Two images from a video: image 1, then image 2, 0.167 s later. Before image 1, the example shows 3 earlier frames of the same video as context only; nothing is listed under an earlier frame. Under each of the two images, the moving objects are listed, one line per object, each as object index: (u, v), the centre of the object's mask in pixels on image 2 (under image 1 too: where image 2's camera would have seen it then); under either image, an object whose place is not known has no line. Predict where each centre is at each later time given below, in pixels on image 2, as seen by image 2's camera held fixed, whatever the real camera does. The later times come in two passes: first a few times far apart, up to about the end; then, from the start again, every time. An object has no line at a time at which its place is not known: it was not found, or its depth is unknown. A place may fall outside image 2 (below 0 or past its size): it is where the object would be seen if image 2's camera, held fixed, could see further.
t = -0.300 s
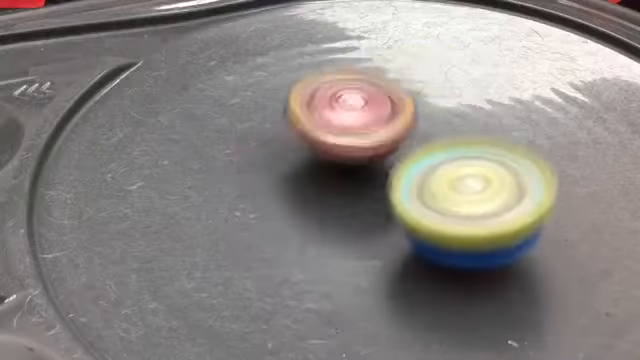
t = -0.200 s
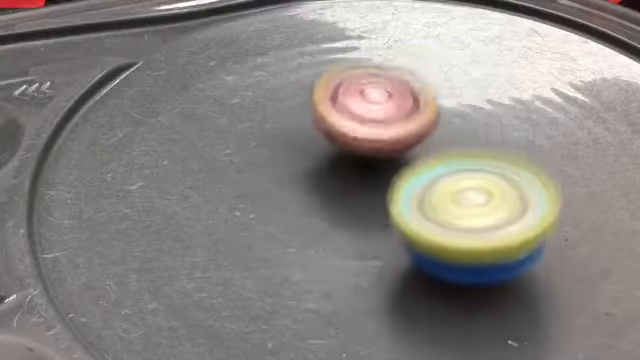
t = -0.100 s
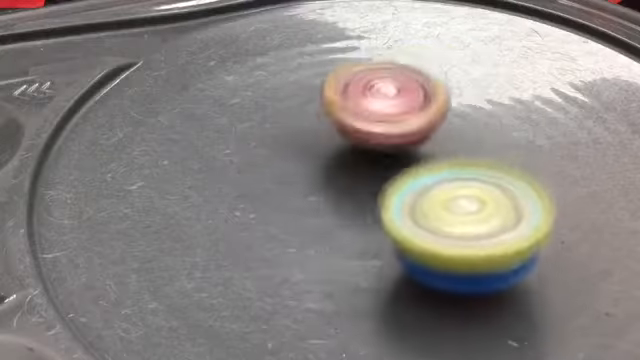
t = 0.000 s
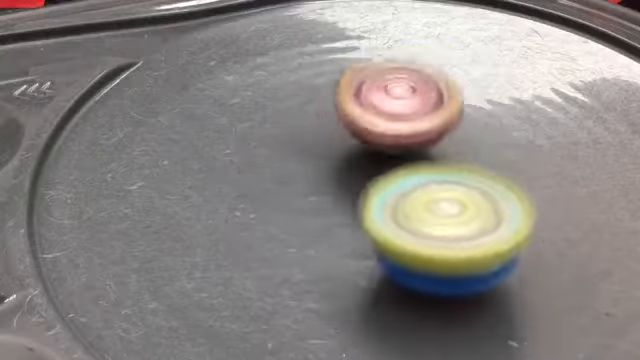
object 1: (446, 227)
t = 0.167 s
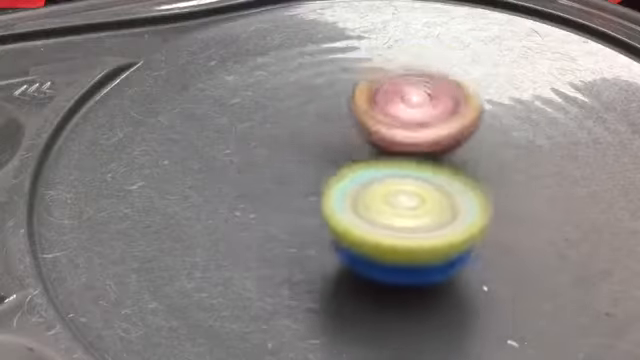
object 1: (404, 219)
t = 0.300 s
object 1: (366, 207)
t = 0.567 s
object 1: (244, 218)
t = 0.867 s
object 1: (239, 170)
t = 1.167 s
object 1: (287, 150)
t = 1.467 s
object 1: (366, 156)
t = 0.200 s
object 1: (395, 216)
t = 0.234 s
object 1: (386, 213)
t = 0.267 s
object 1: (377, 210)
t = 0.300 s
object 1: (366, 207)
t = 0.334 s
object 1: (341, 212)
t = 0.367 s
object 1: (315, 220)
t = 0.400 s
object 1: (296, 222)
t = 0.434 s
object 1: (282, 222)
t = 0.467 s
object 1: (270, 222)
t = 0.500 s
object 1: (260, 222)
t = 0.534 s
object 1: (251, 220)
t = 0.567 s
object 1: (244, 218)
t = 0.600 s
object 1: (238, 214)
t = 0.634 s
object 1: (233, 210)
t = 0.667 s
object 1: (228, 205)
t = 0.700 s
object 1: (226, 200)
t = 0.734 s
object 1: (225, 196)
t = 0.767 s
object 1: (228, 189)
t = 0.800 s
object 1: (230, 182)
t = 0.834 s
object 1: (234, 176)
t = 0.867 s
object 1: (239, 170)
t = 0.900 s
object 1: (246, 162)
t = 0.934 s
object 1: (250, 158)
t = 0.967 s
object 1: (251, 157)
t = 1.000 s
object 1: (256, 154)
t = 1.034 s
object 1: (261, 153)
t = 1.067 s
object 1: (266, 151)
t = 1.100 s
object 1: (274, 151)
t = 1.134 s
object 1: (280, 150)
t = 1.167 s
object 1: (287, 150)
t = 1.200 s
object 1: (294, 150)
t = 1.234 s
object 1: (300, 150)
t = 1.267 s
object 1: (306, 150)
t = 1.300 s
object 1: (312, 151)
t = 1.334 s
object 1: (327, 152)
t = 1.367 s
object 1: (336, 152)
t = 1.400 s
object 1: (346, 154)
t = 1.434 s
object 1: (356, 155)
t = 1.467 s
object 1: (366, 156)
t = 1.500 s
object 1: (375, 157)
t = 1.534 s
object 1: (384, 159)
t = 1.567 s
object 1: (394, 161)
